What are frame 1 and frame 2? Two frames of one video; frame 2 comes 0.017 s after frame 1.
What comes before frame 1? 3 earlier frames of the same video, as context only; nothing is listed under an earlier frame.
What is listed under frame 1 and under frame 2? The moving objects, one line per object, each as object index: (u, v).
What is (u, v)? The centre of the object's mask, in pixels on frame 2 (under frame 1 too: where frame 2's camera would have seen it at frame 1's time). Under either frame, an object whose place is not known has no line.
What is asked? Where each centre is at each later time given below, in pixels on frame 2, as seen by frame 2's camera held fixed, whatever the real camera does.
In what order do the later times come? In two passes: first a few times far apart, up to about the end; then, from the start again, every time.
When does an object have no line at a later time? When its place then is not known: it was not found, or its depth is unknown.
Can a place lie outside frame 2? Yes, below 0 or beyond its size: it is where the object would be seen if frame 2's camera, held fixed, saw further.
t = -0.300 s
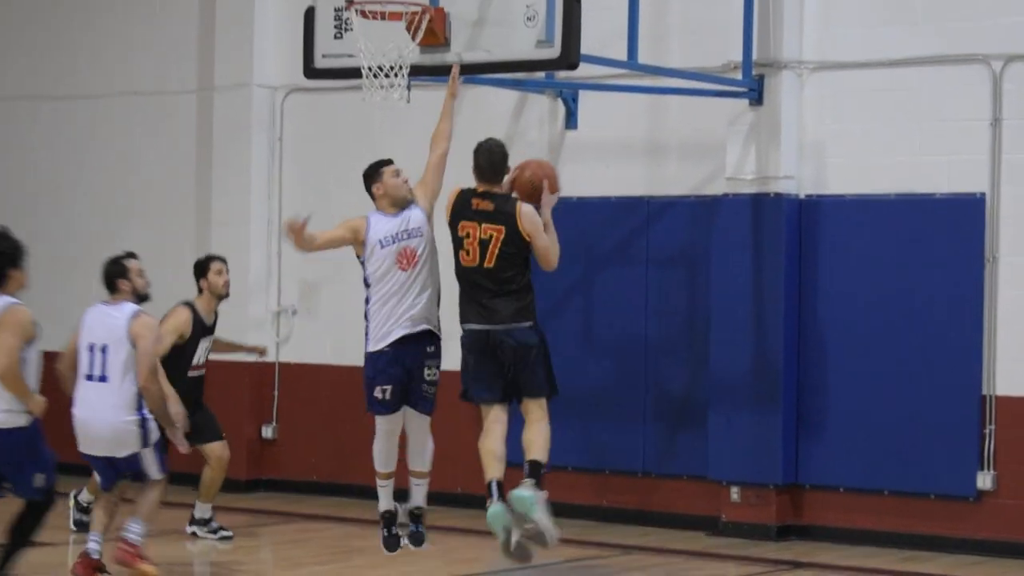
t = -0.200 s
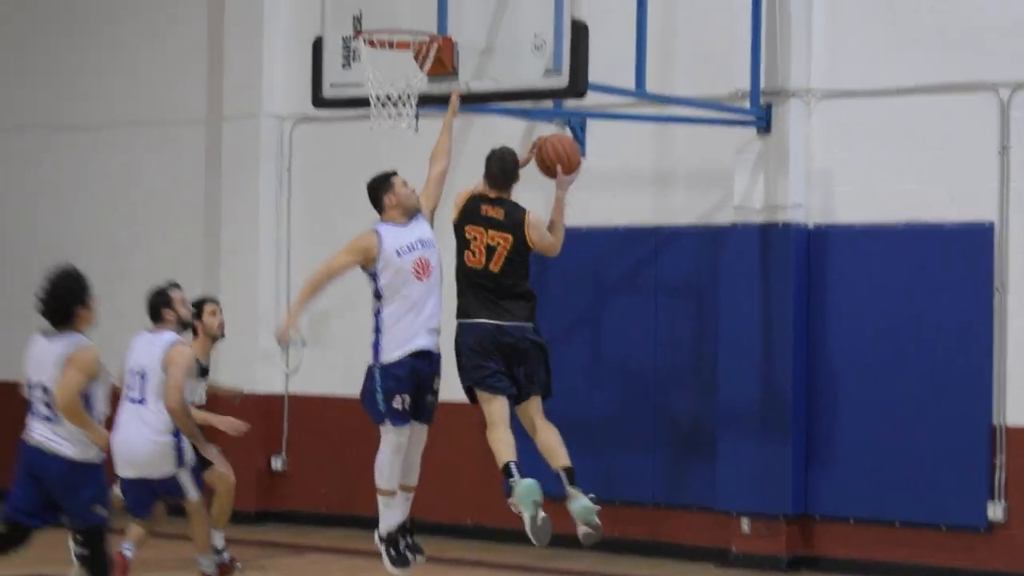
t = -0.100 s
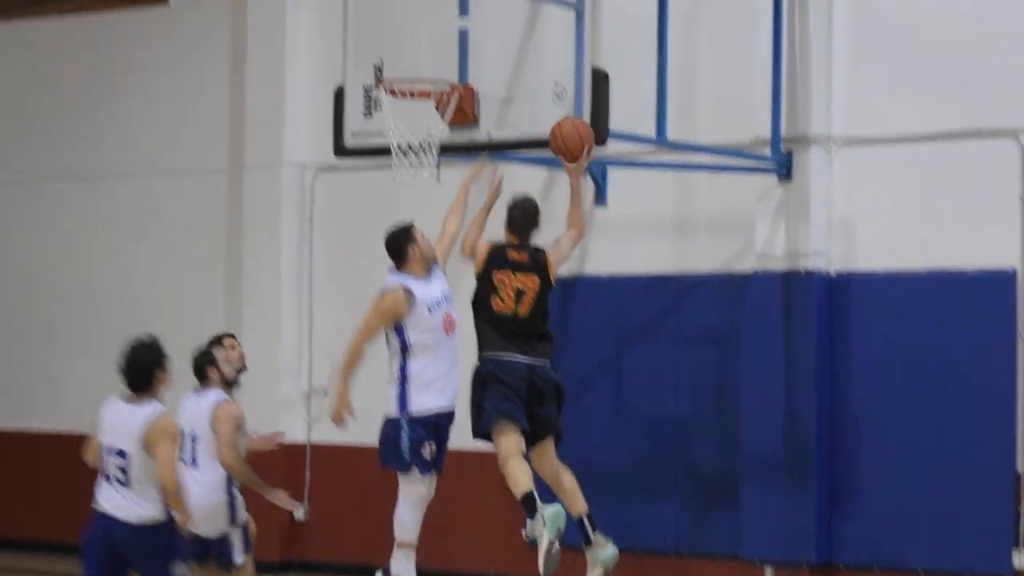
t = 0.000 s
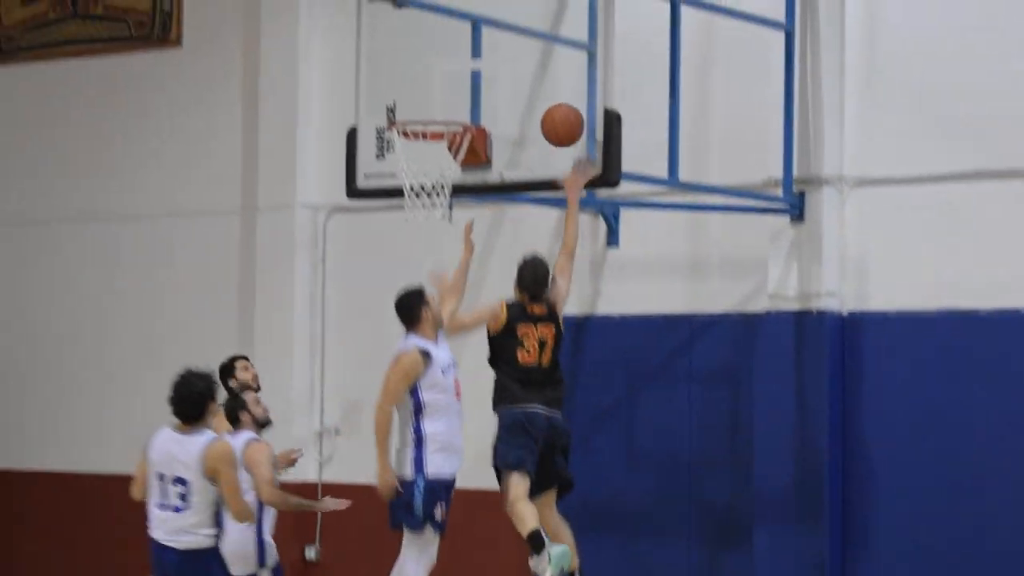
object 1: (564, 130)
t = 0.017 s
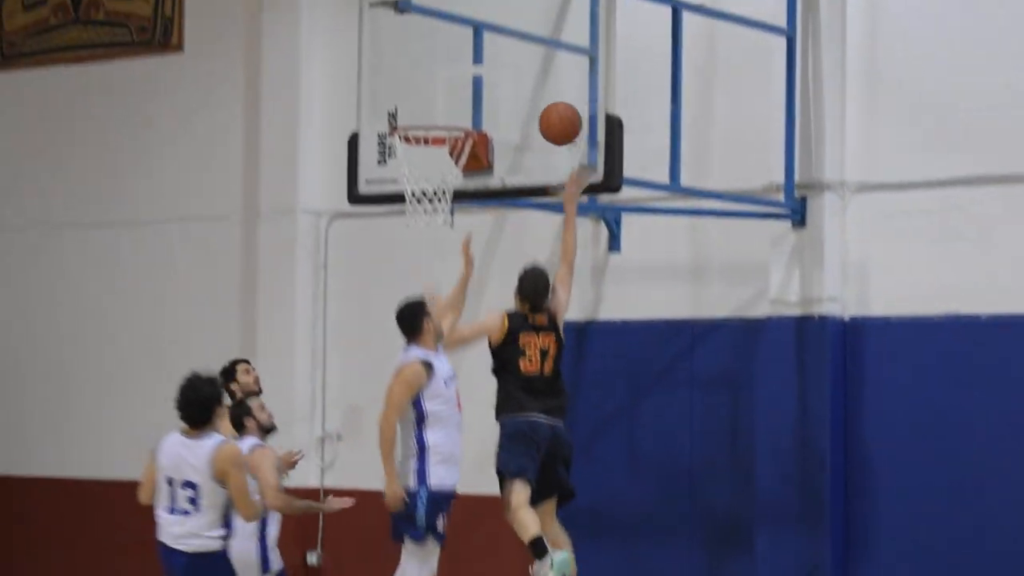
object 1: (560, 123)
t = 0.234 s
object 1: (466, 97)
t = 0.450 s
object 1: (409, 115)
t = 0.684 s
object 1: (432, 135)
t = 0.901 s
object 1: (447, 185)
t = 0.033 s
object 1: (556, 116)
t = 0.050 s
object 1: (553, 110)
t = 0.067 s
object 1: (548, 105)
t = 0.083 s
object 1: (541, 102)
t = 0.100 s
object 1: (533, 100)
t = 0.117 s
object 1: (525, 98)
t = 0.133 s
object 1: (516, 96)
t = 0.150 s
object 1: (508, 95)
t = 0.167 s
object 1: (500, 94)
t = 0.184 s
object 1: (491, 94)
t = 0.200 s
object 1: (483, 95)
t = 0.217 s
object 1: (474, 96)
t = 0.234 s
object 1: (466, 97)
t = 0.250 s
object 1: (457, 100)
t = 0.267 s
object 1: (449, 102)
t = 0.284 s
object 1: (441, 105)
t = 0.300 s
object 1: (432, 108)
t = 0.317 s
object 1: (426, 110)
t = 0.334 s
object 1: (422, 111)
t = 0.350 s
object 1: (418, 111)
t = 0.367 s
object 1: (415, 111)
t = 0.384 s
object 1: (412, 113)
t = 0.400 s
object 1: (412, 112)
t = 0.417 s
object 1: (411, 113)
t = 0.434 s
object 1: (410, 113)
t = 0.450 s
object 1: (409, 115)
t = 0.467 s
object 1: (409, 117)
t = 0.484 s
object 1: (409, 118)
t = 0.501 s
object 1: (410, 118)
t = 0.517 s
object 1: (412, 116)
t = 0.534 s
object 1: (413, 116)
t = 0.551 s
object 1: (415, 117)
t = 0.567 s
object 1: (417, 118)
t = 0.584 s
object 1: (418, 118)
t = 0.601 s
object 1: (421, 118)
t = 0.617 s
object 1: (423, 119)
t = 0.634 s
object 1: (426, 119)
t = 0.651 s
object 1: (428, 120)
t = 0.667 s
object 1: (431, 121)
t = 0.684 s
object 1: (432, 135)
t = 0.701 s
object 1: (436, 138)
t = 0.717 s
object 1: (438, 141)
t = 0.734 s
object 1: (440, 143)
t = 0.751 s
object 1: (442, 146)
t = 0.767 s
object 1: (442, 149)
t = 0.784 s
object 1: (443, 150)
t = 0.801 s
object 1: (445, 154)
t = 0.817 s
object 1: (446, 157)
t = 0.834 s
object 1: (445, 161)
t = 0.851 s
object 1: (445, 167)
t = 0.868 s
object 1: (446, 173)
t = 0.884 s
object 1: (447, 178)
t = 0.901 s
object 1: (447, 185)
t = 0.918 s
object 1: (448, 189)
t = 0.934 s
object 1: (449, 194)
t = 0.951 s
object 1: (448, 199)
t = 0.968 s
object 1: (449, 205)
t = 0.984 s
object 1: (448, 210)
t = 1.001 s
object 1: (448, 223)
